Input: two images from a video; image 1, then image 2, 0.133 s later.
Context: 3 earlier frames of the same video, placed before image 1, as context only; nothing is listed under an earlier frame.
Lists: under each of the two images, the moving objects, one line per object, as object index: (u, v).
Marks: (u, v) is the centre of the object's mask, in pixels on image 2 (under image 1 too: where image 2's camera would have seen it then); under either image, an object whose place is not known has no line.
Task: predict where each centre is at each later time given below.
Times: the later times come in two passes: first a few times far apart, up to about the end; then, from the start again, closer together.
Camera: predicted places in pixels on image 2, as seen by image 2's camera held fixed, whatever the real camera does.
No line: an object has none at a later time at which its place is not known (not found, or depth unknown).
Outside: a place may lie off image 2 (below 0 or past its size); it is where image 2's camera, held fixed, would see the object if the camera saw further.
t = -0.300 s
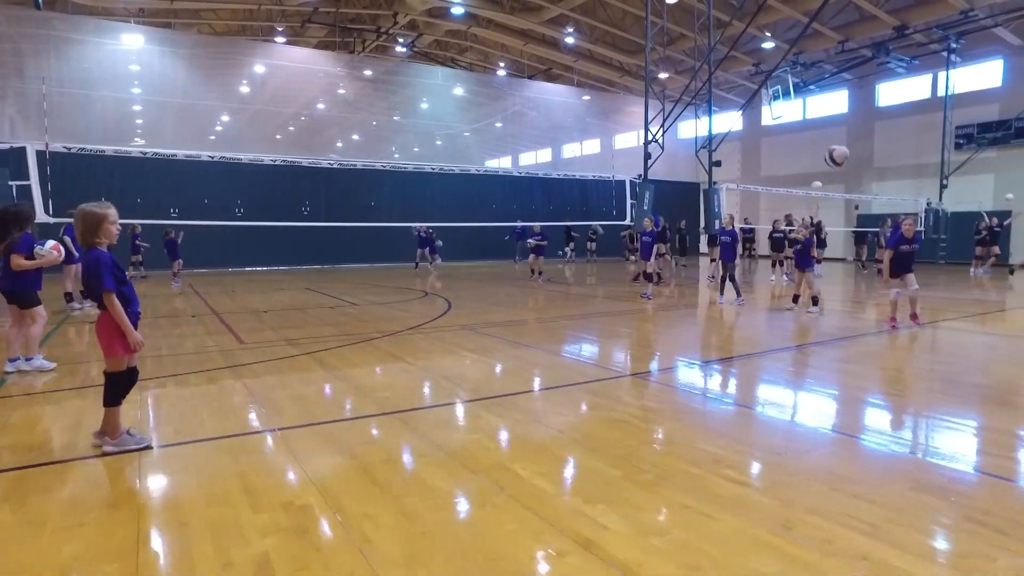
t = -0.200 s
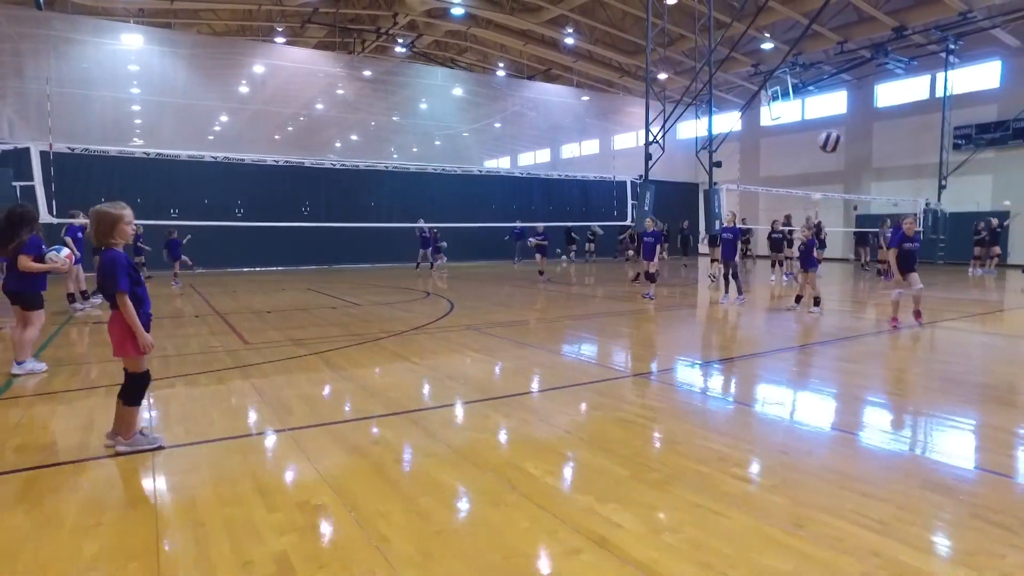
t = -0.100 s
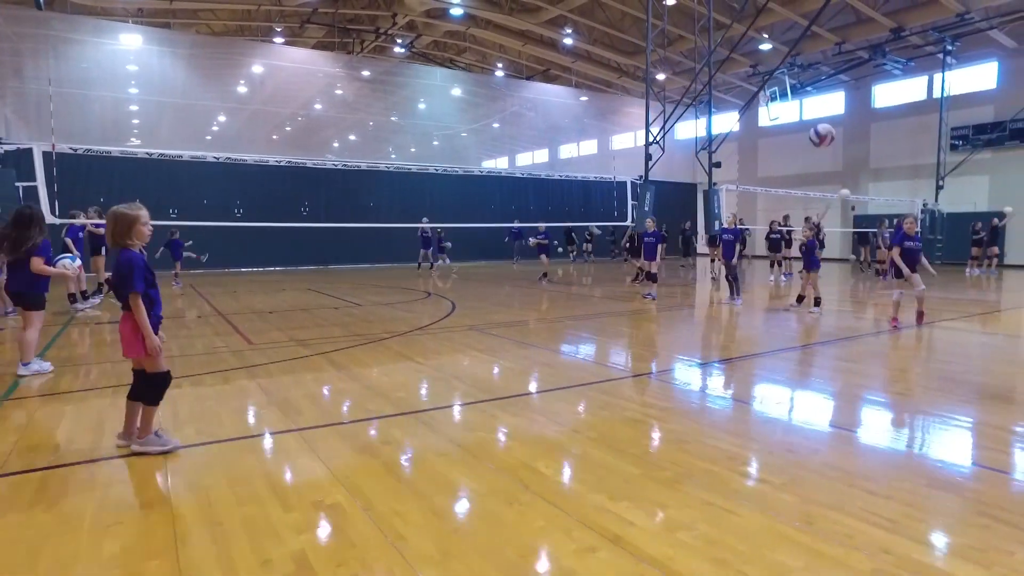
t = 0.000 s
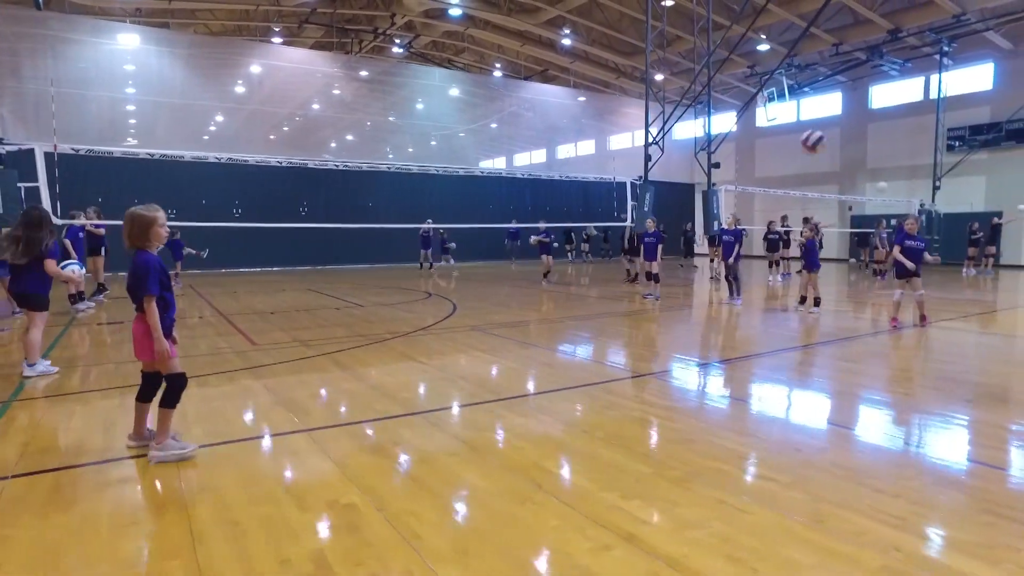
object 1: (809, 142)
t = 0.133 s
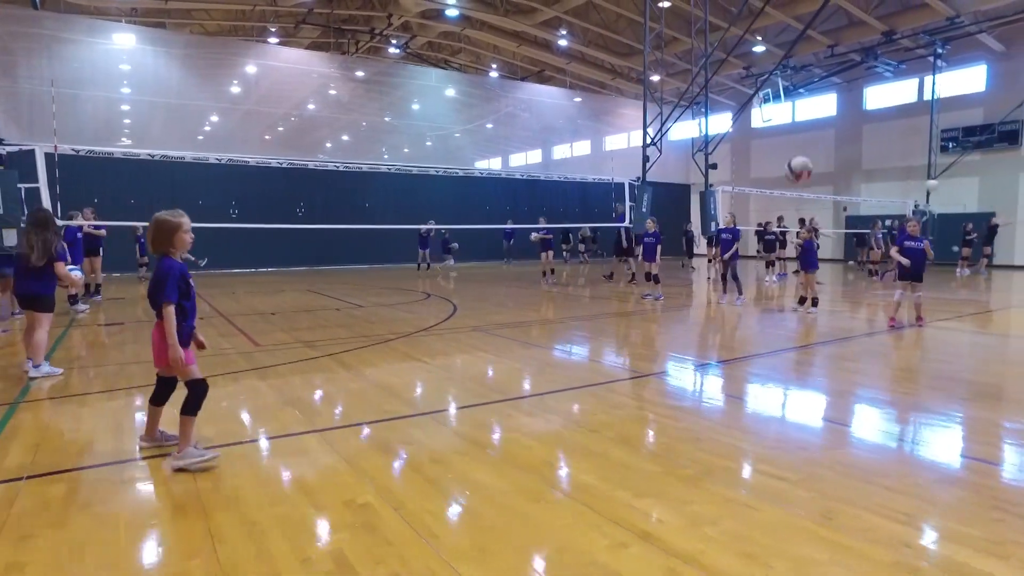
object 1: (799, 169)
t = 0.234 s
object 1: (789, 206)
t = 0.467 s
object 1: (755, 352)
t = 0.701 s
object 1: (746, 302)
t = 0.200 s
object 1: (792, 192)
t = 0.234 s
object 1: (789, 206)
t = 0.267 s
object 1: (786, 222)
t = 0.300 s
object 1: (784, 240)
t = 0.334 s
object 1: (780, 257)
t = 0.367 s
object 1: (777, 276)
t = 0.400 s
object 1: (773, 298)
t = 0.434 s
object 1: (769, 323)
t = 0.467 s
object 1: (755, 352)
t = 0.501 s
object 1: (748, 382)
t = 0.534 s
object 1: (744, 372)
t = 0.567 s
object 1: (746, 354)
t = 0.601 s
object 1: (748, 340)
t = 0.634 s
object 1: (744, 326)
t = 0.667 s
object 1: (745, 313)
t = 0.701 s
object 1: (746, 302)
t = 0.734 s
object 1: (747, 293)
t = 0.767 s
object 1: (747, 284)
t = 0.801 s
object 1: (746, 277)
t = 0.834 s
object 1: (744, 271)
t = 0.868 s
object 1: (741, 267)
